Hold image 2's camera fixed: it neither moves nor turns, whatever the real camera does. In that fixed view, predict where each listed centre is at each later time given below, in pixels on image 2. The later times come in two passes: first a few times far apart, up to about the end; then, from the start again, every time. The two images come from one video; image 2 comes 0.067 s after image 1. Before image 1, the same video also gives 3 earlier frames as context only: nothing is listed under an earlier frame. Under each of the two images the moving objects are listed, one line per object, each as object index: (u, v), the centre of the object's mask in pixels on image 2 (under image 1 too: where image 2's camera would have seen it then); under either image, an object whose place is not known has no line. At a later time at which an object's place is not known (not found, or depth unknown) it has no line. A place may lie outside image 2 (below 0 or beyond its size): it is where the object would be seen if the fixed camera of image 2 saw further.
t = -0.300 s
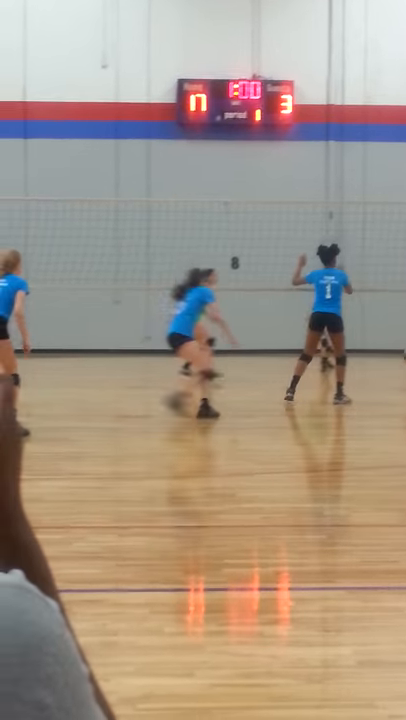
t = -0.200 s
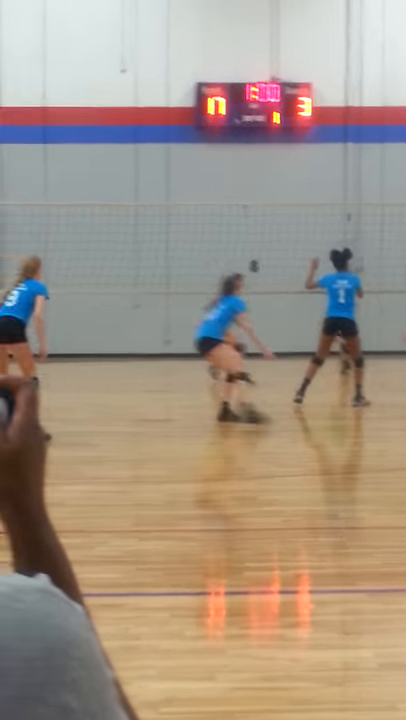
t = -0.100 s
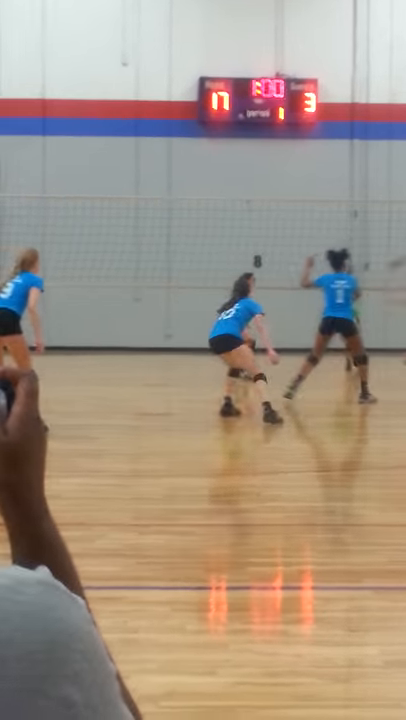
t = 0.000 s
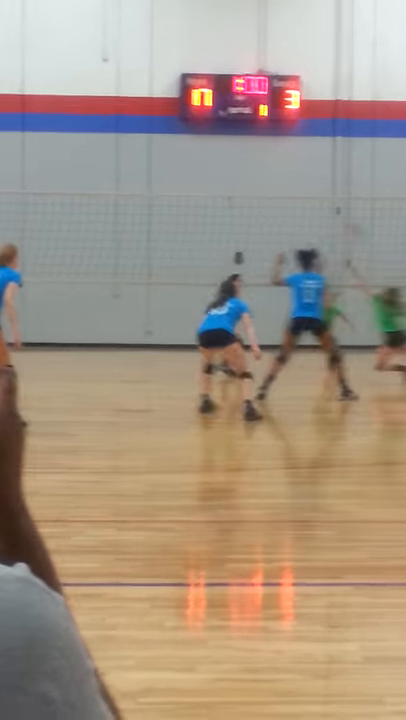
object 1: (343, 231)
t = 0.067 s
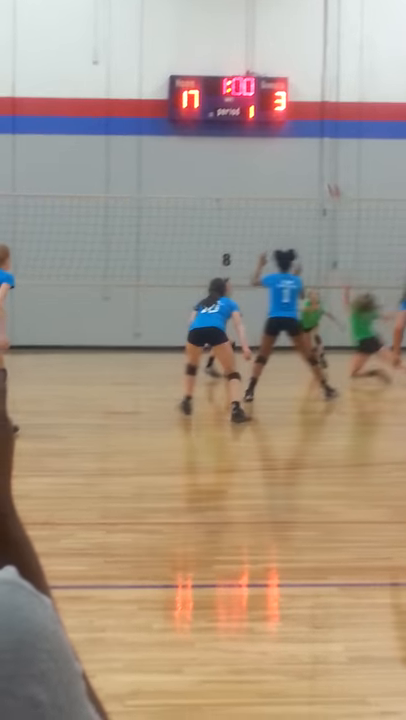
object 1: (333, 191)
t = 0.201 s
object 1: (323, 123)
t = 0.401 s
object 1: (302, 46)
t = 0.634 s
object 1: (277, 4)
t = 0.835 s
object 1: (255, 1)
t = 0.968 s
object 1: (242, 20)
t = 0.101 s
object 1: (332, 174)
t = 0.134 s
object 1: (328, 156)
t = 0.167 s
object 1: (326, 136)
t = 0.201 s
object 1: (323, 123)
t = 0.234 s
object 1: (320, 107)
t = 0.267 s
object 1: (315, 95)
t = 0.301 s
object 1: (312, 83)
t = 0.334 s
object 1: (308, 71)
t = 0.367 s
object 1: (306, 59)
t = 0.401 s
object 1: (302, 46)
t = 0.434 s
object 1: (298, 36)
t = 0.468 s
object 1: (296, 28)
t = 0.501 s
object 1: (291, 21)
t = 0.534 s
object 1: (287, 15)
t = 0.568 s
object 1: (284, 10)
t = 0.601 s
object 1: (280, 6)
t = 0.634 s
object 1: (277, 4)
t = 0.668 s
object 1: (272, 2)
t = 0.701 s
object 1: (269, 1)
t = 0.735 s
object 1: (267, -1)
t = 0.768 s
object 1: (263, -1)
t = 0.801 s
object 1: (259, 0)
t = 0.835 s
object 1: (255, 1)
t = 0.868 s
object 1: (251, 3)
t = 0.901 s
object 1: (248, 9)
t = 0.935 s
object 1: (245, 15)
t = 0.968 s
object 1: (242, 20)
